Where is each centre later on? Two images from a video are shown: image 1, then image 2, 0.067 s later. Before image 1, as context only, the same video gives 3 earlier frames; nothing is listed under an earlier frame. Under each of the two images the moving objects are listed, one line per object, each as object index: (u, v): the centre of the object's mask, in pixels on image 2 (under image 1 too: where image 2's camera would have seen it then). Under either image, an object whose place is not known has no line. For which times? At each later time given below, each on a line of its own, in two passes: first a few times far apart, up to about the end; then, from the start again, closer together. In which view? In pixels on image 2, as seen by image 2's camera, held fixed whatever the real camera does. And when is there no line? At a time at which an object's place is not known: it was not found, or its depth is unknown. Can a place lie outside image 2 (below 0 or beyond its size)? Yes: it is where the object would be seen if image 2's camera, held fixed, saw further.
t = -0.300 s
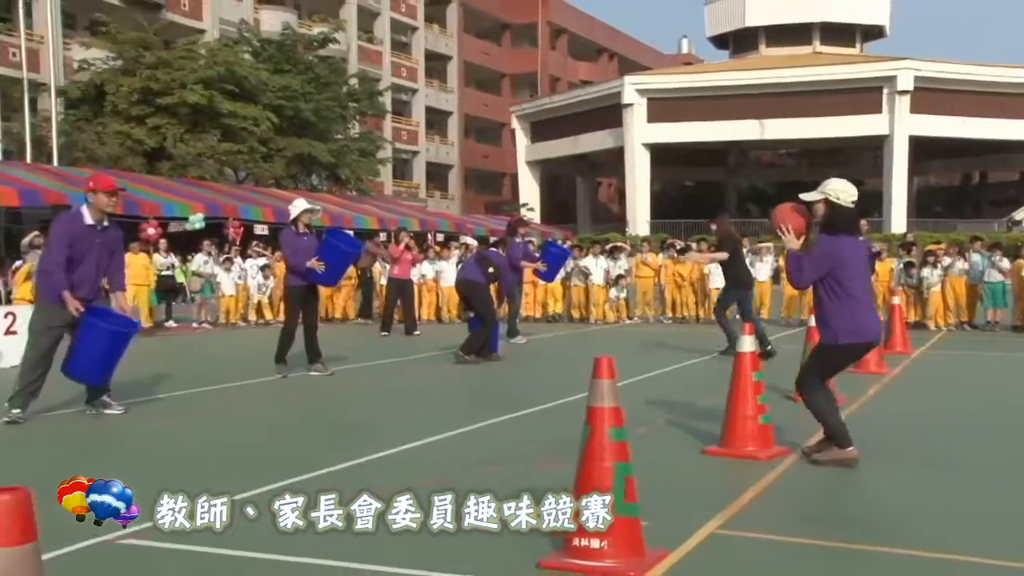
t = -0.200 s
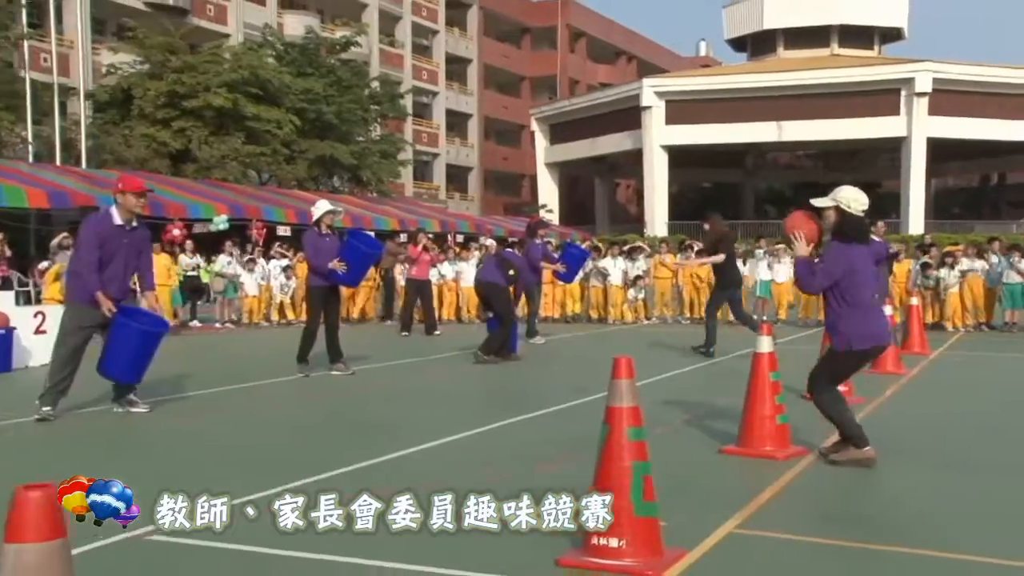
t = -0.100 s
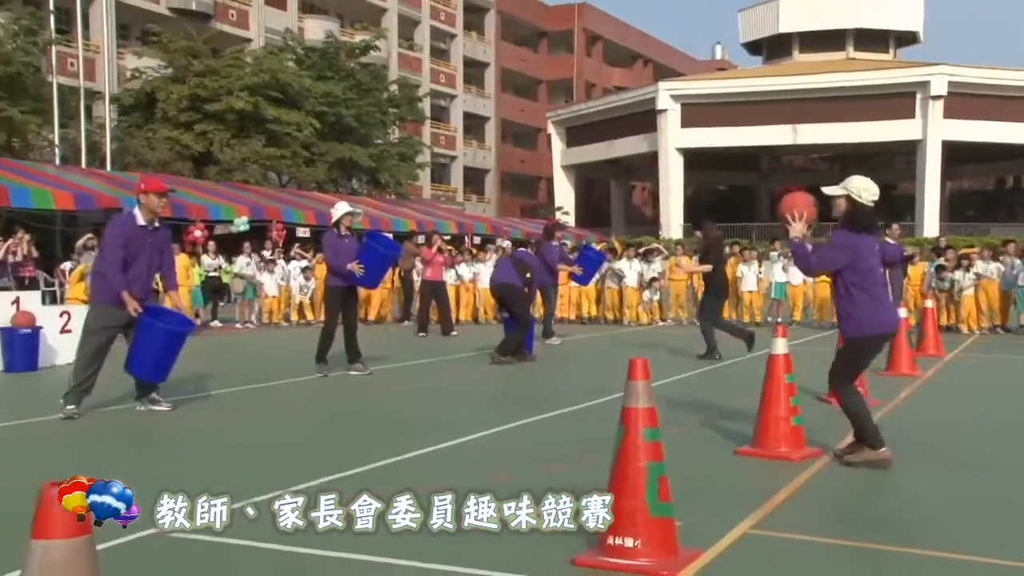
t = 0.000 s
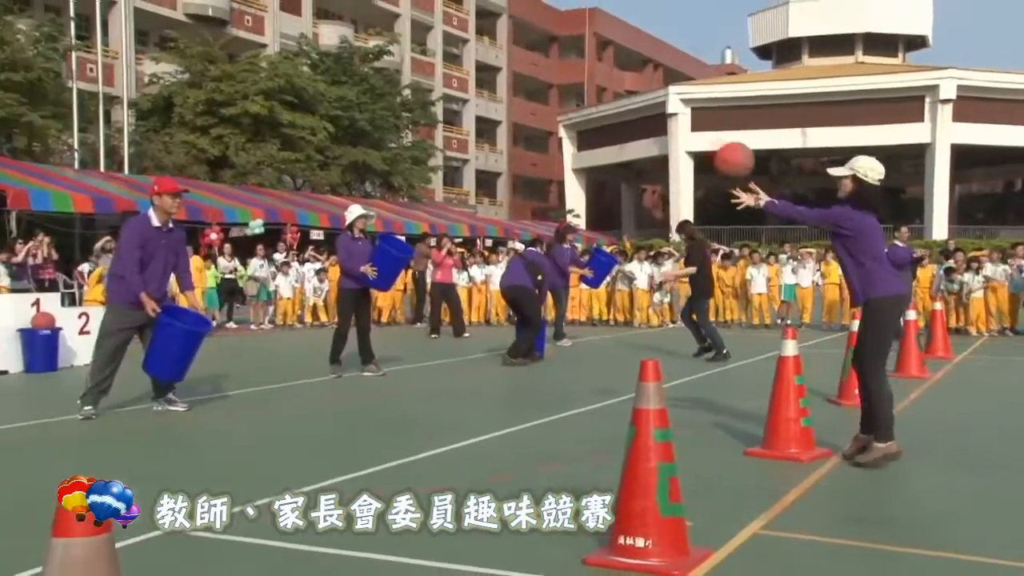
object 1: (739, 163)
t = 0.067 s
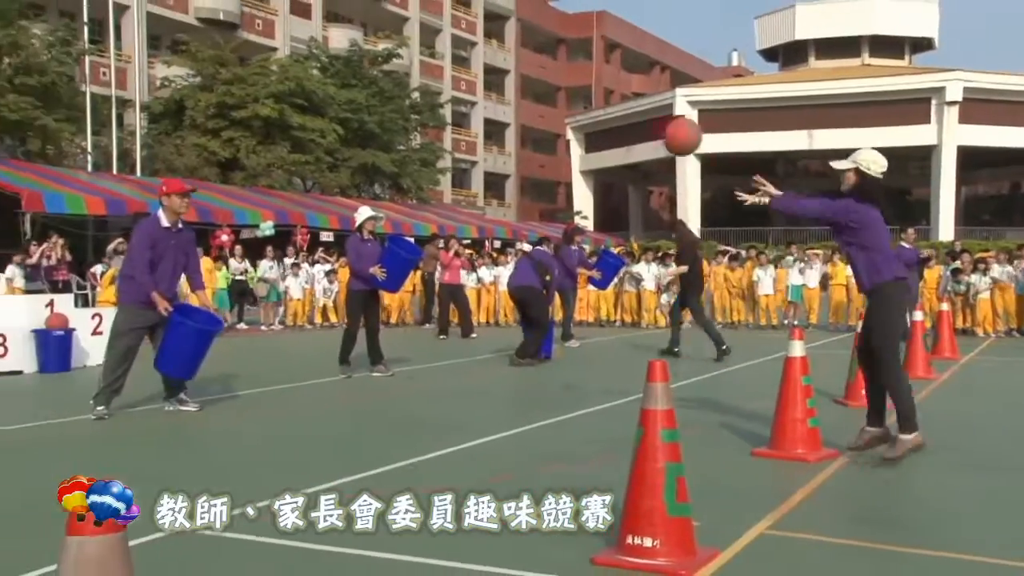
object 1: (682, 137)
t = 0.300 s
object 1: (496, 111)
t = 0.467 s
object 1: (377, 149)
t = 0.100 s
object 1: (654, 126)
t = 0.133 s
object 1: (626, 118)
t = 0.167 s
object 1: (598, 112)
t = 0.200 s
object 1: (572, 110)
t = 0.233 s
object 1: (547, 109)
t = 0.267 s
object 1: (521, 110)
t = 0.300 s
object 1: (496, 111)
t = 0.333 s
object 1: (470, 116)
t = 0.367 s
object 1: (447, 122)
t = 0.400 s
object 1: (424, 128)
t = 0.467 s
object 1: (377, 149)
